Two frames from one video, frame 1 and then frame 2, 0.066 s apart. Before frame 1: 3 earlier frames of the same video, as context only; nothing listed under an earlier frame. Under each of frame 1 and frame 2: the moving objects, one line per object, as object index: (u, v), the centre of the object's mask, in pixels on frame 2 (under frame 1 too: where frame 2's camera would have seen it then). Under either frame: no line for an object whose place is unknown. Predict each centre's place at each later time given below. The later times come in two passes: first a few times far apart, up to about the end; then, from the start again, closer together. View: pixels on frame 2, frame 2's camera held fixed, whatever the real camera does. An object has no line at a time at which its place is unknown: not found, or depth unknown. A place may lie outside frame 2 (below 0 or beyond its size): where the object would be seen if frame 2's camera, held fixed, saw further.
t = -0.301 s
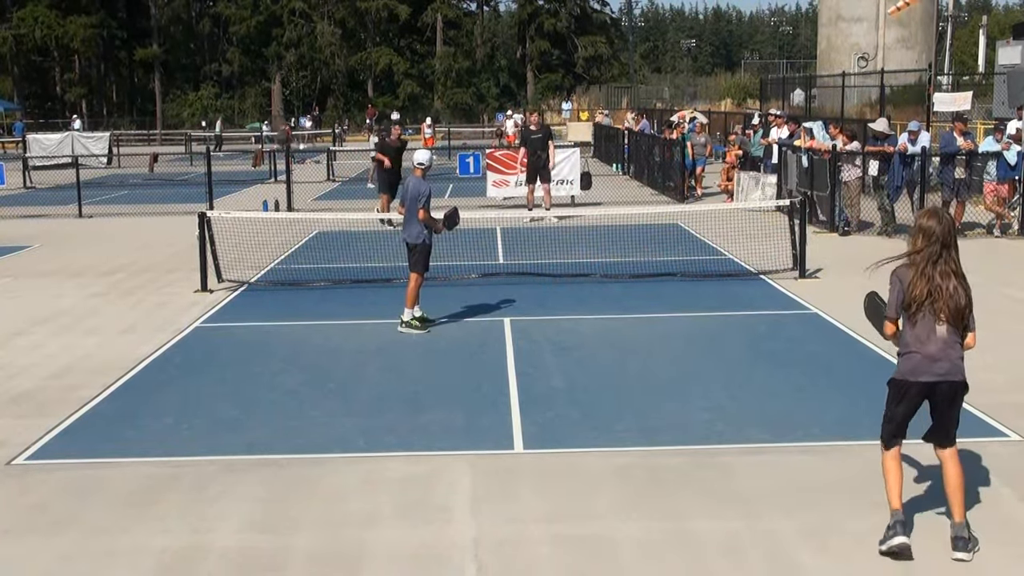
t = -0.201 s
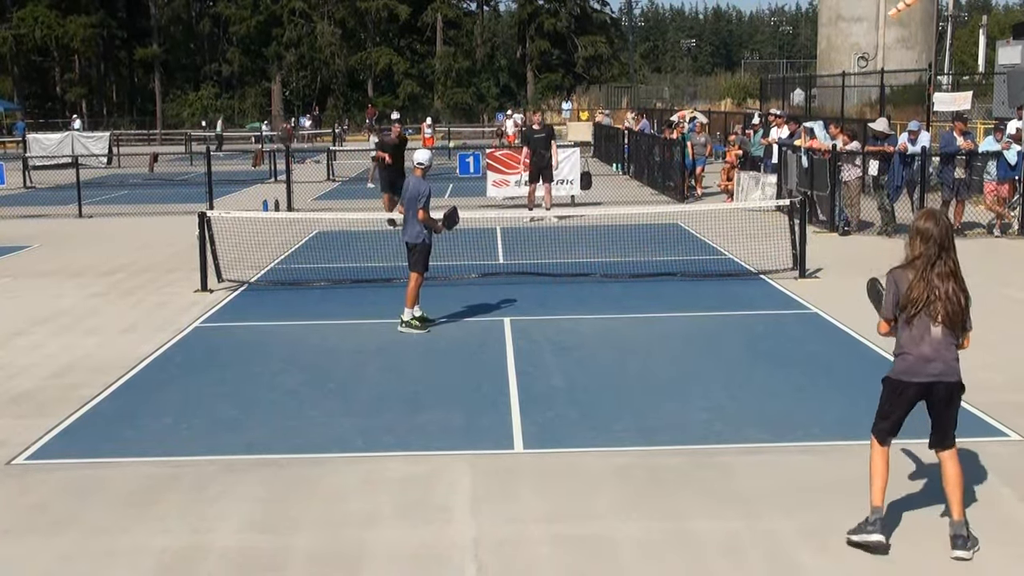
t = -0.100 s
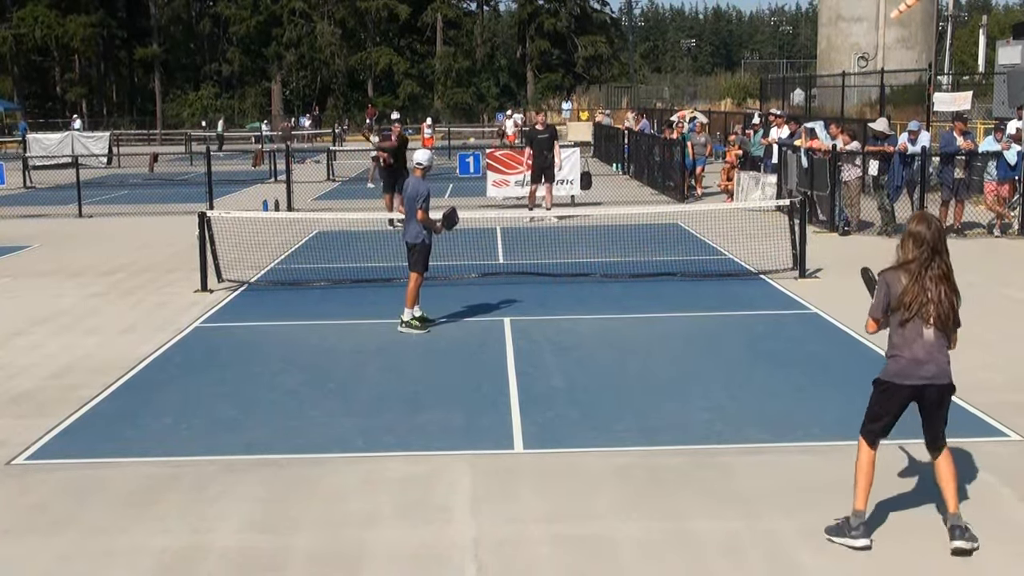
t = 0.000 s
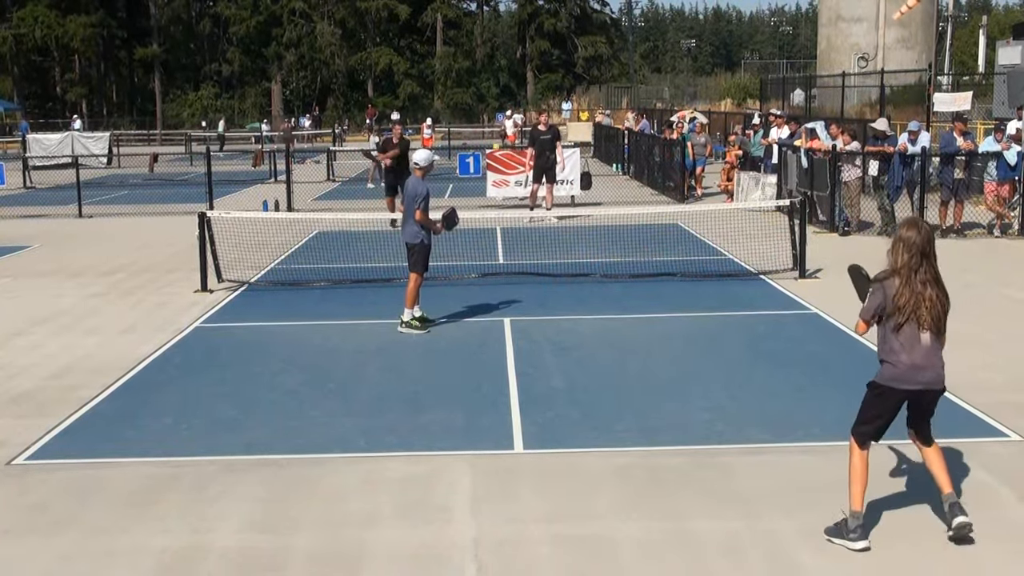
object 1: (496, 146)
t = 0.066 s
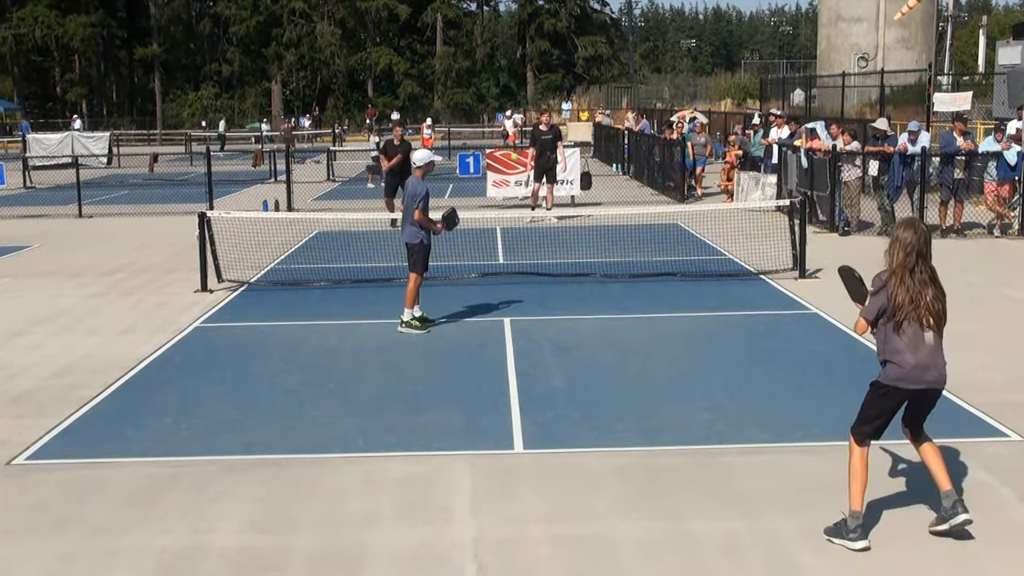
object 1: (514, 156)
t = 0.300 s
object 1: (591, 244)
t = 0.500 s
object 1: (672, 368)
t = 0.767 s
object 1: (777, 332)
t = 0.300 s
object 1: (591, 244)
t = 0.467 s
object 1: (660, 373)
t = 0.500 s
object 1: (672, 368)
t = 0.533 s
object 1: (684, 358)
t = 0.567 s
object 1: (696, 349)
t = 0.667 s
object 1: (735, 332)
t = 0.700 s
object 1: (748, 330)
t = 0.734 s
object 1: (762, 330)
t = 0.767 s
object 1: (777, 332)
